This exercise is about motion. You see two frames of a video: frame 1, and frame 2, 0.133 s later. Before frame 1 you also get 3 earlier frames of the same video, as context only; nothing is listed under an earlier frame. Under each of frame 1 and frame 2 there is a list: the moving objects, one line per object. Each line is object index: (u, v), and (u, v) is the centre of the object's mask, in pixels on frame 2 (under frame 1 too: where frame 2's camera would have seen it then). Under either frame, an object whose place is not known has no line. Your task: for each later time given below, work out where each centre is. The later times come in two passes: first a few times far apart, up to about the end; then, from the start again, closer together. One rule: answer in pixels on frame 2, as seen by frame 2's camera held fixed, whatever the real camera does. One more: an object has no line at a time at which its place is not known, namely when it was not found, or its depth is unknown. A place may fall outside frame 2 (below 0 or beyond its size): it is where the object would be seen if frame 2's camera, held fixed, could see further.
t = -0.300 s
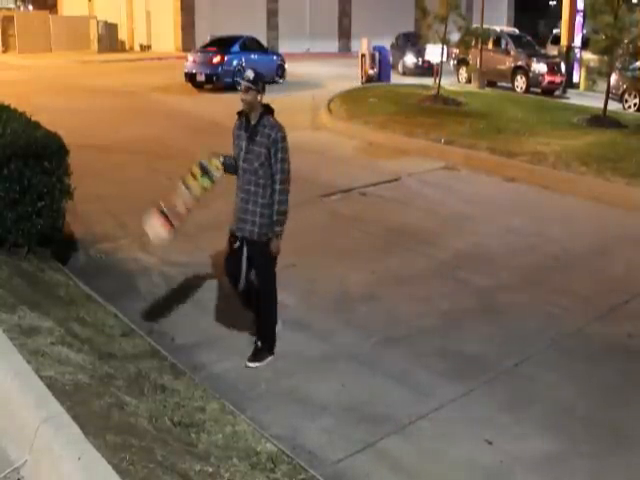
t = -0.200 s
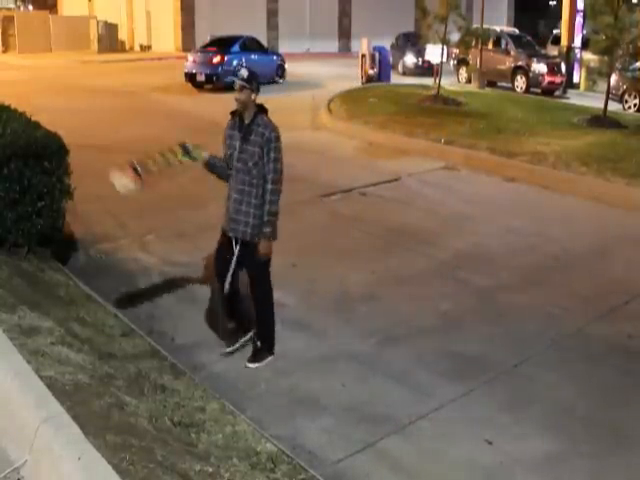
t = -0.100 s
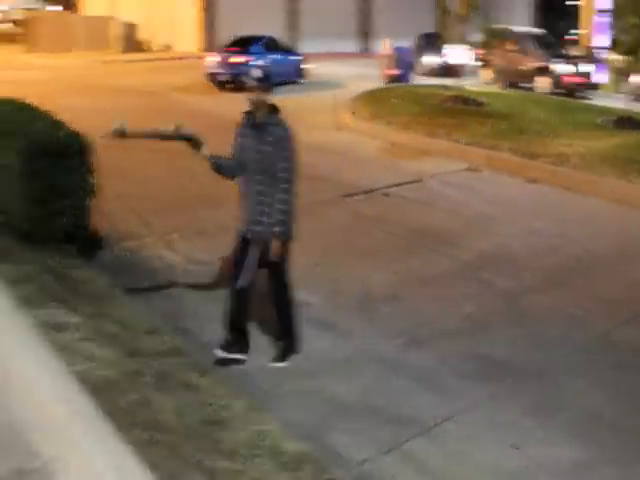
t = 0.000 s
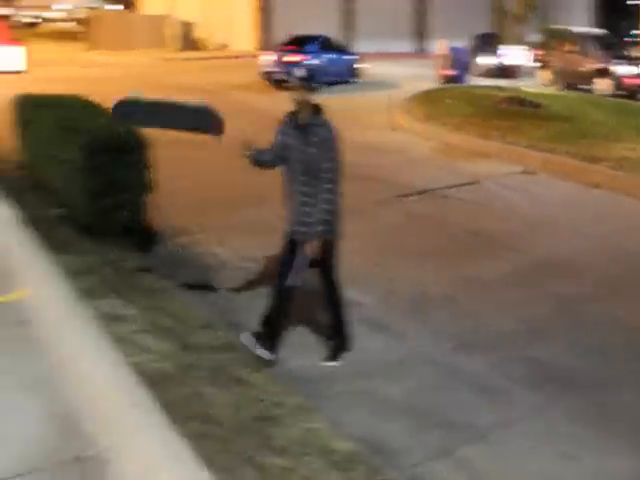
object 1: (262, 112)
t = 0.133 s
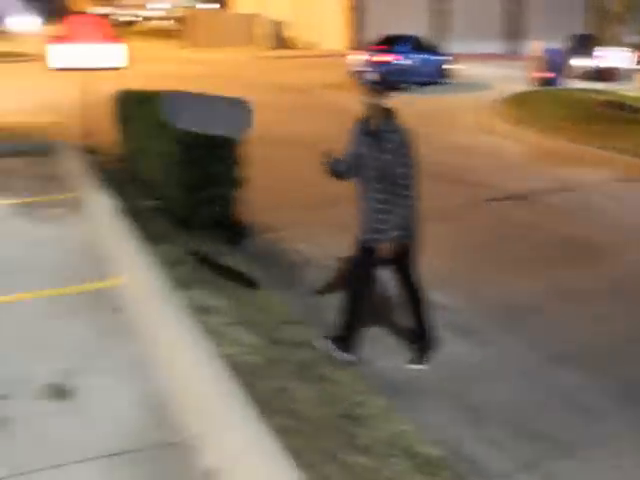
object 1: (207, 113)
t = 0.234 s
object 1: (167, 137)
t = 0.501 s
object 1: (68, 309)
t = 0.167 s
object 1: (194, 119)
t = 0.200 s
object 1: (180, 126)
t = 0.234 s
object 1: (167, 137)
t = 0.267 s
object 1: (152, 151)
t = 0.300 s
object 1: (140, 167)
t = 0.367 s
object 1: (119, 211)
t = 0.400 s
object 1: (103, 232)
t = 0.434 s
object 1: (92, 254)
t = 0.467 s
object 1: (80, 283)
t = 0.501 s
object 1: (68, 309)
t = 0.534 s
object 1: (51, 313)
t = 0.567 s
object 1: (34, 308)
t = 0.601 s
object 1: (20, 307)
